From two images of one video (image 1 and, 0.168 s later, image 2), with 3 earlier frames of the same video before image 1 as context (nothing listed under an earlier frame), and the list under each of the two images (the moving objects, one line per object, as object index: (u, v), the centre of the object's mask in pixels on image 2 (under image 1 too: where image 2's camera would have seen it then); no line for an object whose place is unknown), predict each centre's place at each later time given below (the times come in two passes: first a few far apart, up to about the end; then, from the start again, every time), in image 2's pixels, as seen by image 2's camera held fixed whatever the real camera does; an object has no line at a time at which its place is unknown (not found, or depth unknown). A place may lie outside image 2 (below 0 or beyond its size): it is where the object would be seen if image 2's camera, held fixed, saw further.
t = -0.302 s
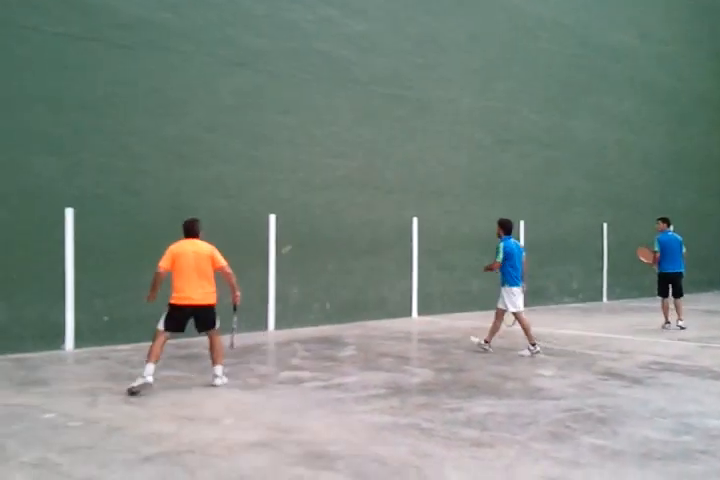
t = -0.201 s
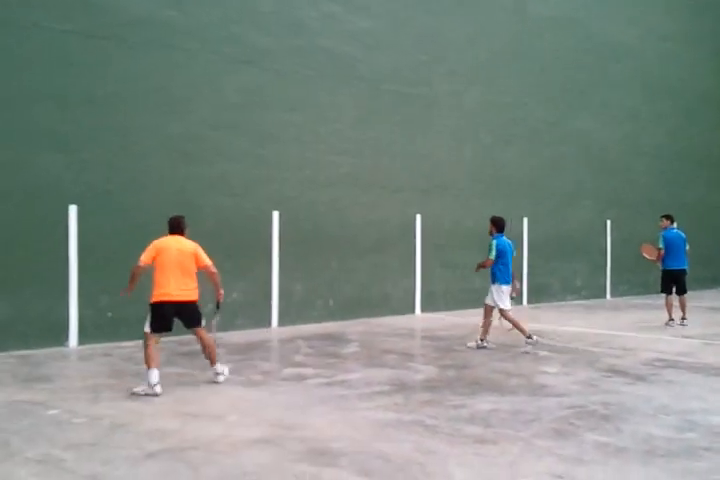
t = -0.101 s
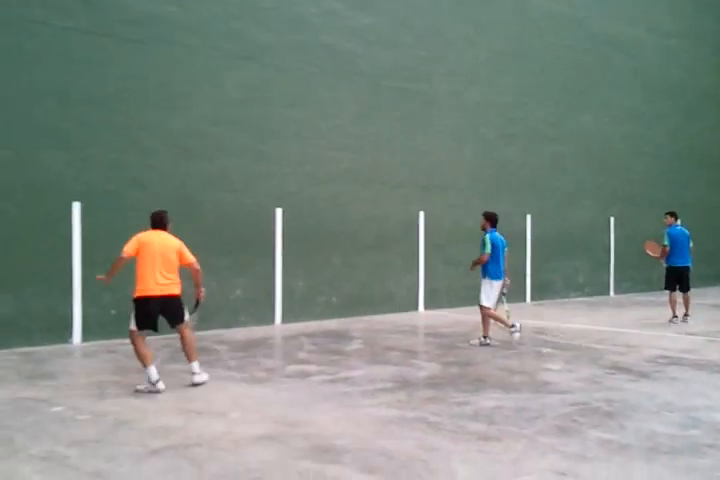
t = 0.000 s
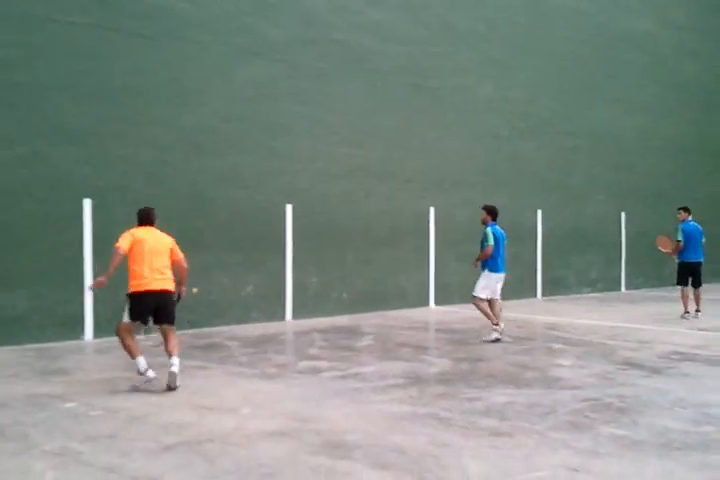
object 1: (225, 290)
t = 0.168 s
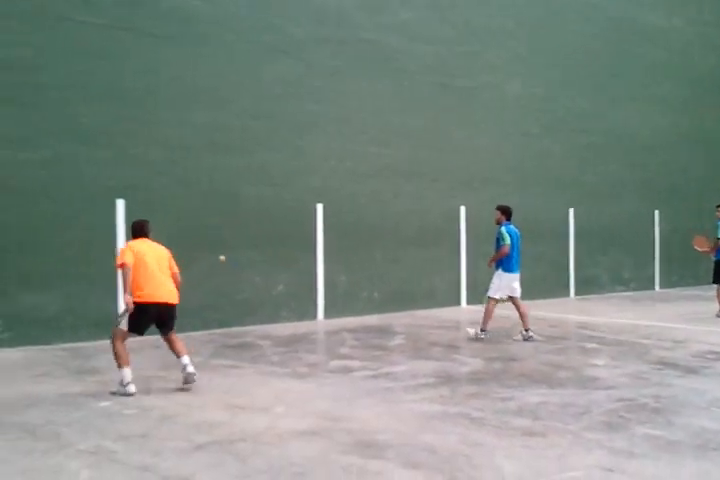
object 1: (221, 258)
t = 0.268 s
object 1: (216, 248)
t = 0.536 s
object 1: (205, 264)
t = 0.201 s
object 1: (220, 254)
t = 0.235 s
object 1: (219, 250)
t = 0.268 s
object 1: (216, 248)
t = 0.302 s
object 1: (216, 247)
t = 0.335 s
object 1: (214, 246)
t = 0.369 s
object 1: (213, 246)
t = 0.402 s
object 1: (212, 247)
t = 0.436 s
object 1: (210, 250)
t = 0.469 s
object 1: (208, 253)
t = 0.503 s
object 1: (206, 258)
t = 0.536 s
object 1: (205, 264)
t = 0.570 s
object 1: (203, 271)
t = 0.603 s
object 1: (200, 281)
